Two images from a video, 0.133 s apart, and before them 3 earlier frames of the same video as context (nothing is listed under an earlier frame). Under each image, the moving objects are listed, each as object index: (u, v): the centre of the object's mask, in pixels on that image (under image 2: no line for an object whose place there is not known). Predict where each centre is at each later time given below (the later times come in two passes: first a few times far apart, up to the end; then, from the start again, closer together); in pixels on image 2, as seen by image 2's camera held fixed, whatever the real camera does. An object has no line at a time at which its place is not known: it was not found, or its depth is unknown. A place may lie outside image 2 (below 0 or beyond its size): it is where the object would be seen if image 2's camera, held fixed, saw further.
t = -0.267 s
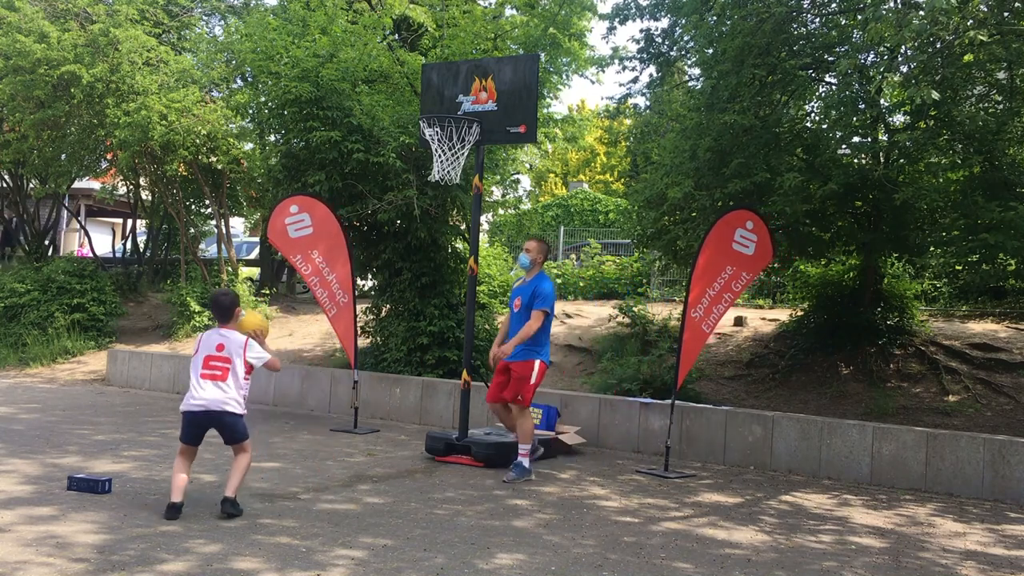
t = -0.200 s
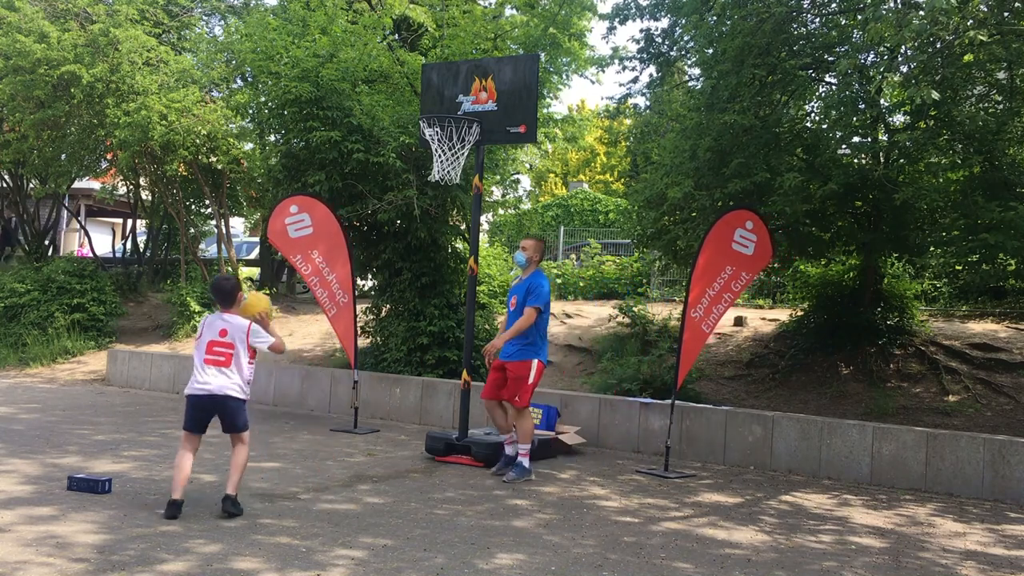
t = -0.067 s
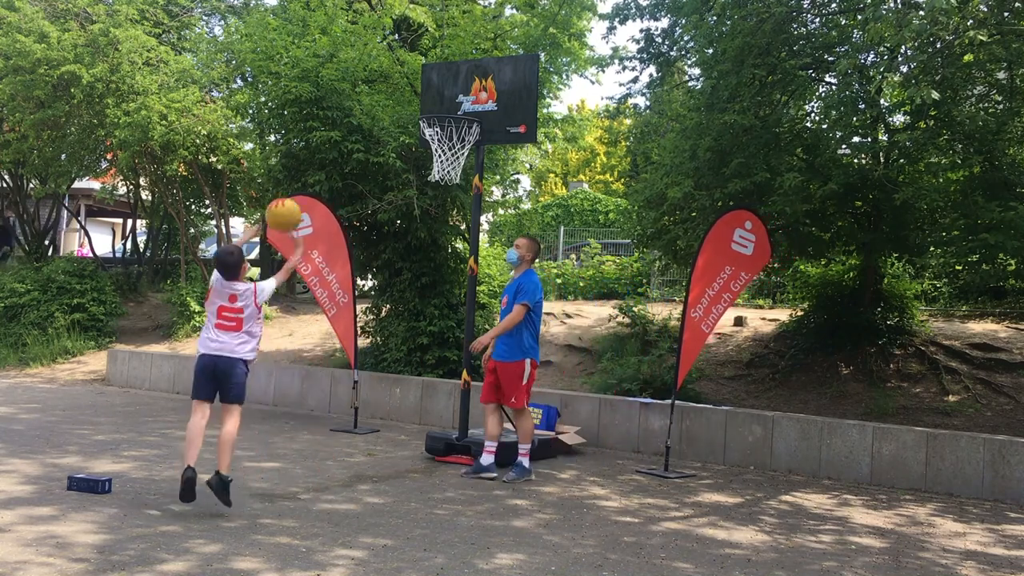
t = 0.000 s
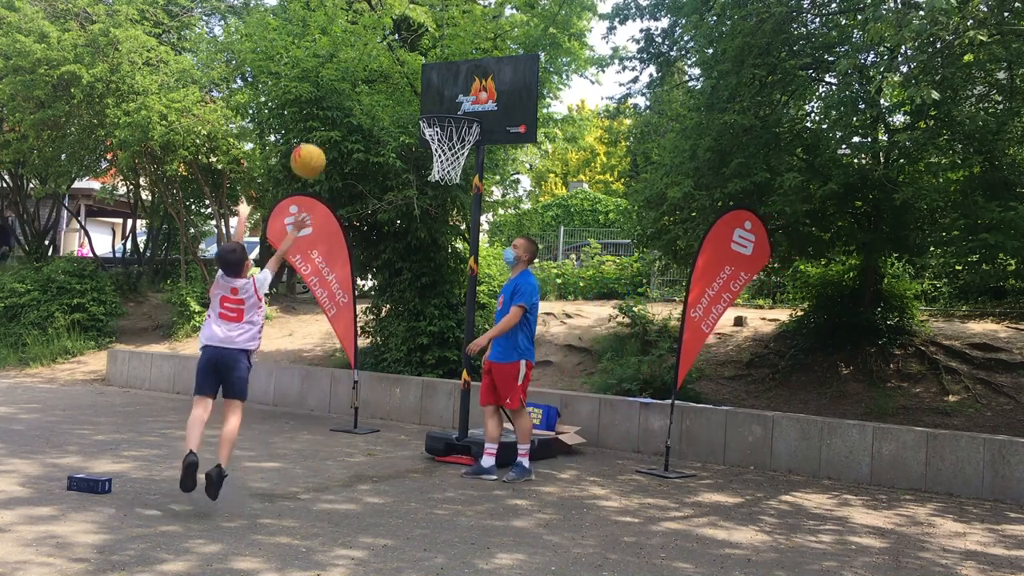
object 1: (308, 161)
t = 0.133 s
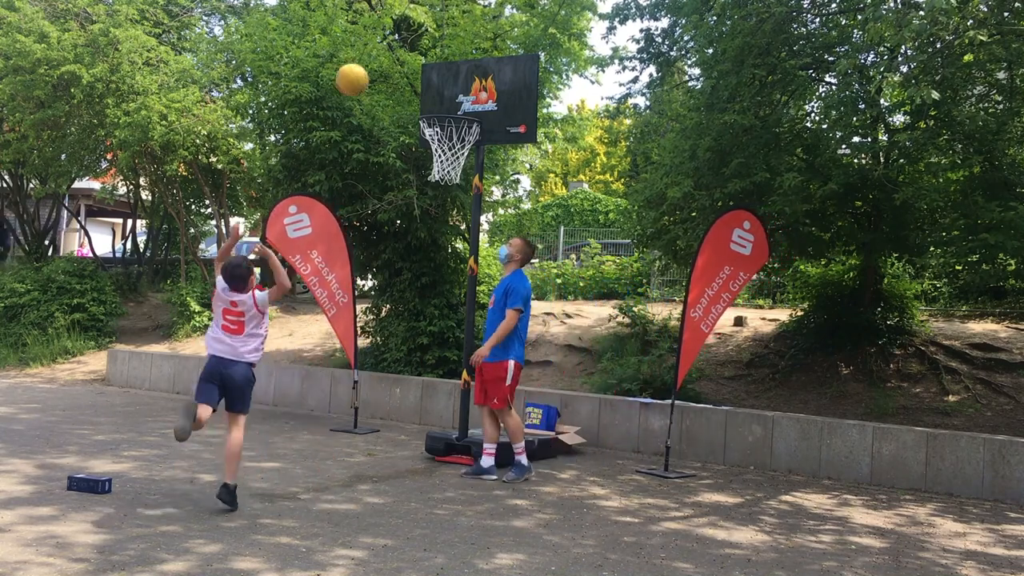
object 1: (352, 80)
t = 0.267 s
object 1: (389, 33)
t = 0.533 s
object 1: (447, 22)
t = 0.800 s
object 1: (475, 90)
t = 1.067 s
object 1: (437, 172)
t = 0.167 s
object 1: (362, 65)
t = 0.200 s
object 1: (371, 52)
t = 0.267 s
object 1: (389, 33)
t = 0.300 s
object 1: (398, 26)
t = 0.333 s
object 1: (406, 20)
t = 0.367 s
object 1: (413, 16)
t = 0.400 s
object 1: (420, 15)
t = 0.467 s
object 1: (434, 15)
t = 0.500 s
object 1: (441, 17)
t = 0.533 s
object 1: (447, 22)
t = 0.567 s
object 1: (453, 27)
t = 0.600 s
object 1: (459, 33)
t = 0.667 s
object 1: (470, 50)
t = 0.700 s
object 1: (475, 61)
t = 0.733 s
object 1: (481, 72)
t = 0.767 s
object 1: (481, 82)
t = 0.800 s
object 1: (475, 90)
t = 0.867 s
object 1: (464, 111)
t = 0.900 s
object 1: (458, 125)
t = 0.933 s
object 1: (452, 139)
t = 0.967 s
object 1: (447, 152)
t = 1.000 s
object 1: (442, 161)
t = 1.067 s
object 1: (437, 172)
